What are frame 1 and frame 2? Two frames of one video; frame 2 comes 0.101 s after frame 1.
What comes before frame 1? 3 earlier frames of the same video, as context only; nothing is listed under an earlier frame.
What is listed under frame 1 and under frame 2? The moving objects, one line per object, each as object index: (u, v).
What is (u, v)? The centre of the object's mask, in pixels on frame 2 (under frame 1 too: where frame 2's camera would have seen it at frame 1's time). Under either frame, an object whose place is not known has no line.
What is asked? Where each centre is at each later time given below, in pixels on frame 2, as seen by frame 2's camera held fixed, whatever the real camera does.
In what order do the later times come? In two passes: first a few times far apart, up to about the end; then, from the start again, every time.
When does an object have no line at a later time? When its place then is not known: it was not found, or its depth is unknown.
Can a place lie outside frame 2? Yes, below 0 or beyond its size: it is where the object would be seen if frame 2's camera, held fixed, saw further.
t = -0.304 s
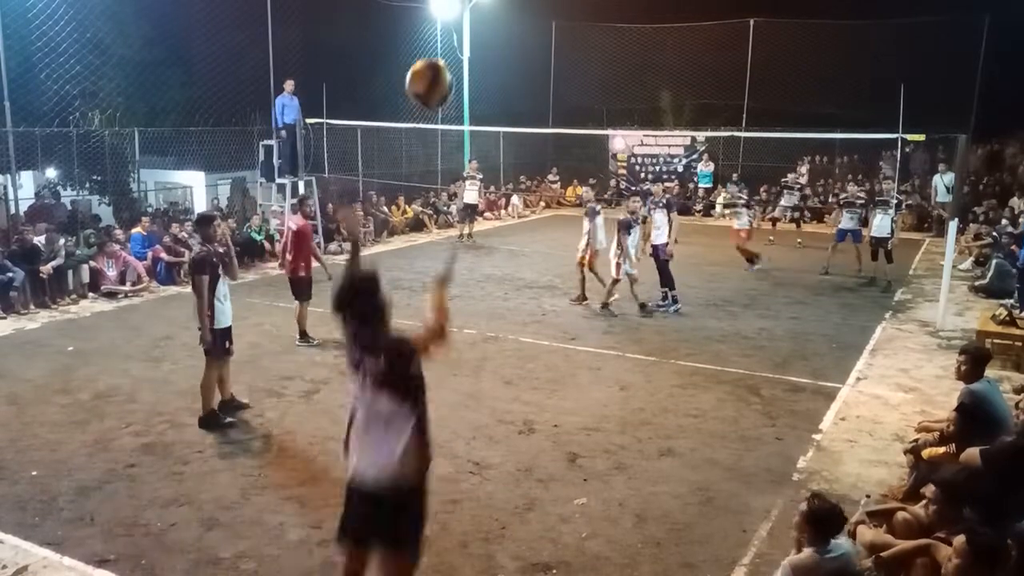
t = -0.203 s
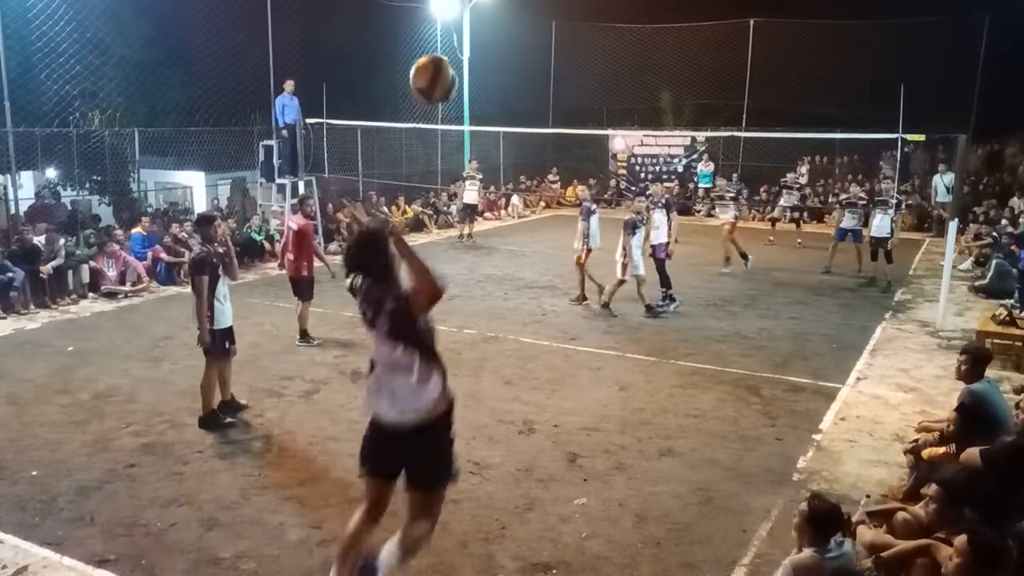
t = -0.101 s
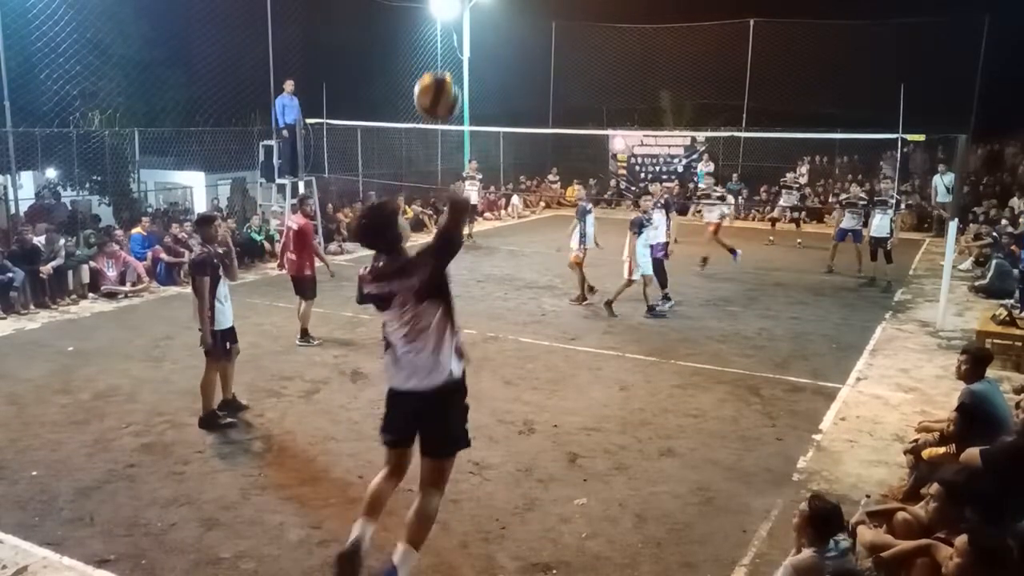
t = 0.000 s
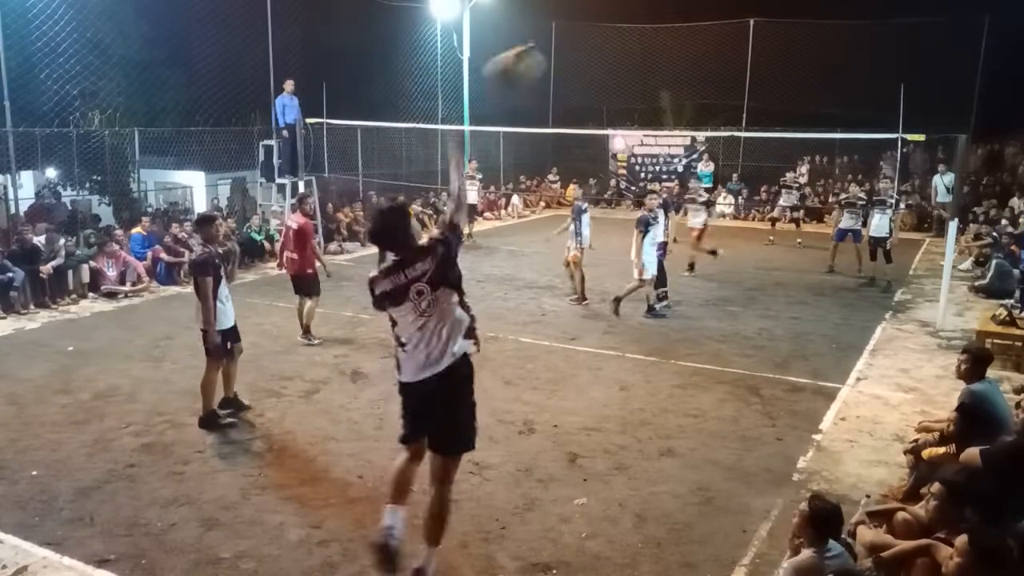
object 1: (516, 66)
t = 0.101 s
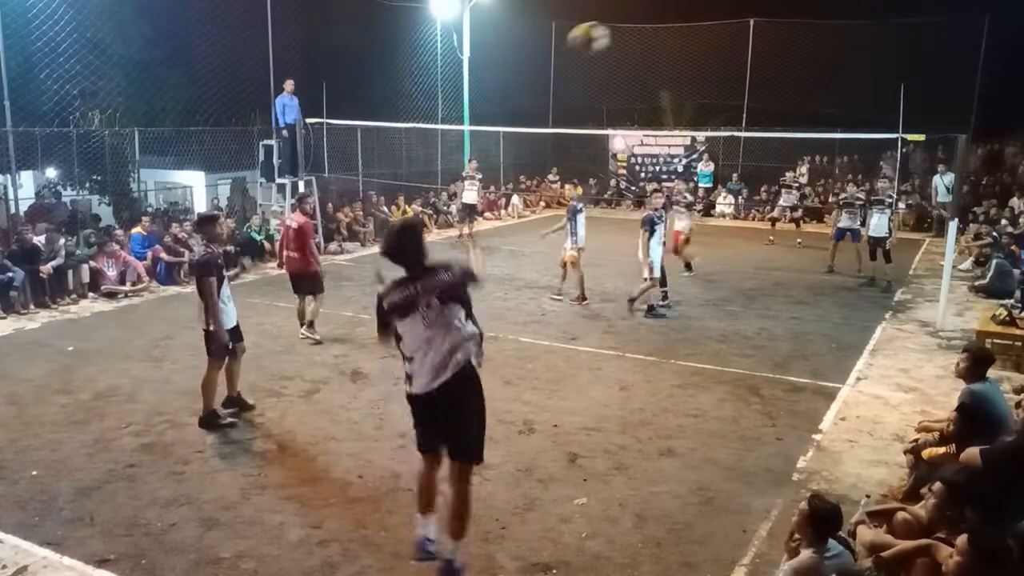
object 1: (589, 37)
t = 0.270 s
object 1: (651, 38)
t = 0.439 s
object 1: (682, 65)
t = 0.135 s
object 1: (605, 34)
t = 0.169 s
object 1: (619, 33)
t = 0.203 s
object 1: (631, 33)
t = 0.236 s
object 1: (642, 35)
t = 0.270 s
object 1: (651, 38)
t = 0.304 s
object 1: (659, 41)
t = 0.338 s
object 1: (666, 46)
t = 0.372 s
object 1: (672, 52)
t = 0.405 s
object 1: (677, 58)
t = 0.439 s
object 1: (682, 65)
